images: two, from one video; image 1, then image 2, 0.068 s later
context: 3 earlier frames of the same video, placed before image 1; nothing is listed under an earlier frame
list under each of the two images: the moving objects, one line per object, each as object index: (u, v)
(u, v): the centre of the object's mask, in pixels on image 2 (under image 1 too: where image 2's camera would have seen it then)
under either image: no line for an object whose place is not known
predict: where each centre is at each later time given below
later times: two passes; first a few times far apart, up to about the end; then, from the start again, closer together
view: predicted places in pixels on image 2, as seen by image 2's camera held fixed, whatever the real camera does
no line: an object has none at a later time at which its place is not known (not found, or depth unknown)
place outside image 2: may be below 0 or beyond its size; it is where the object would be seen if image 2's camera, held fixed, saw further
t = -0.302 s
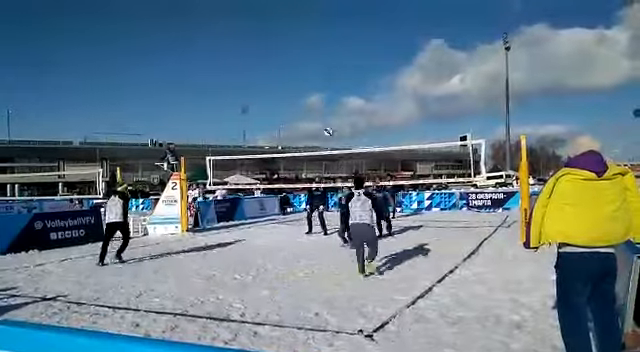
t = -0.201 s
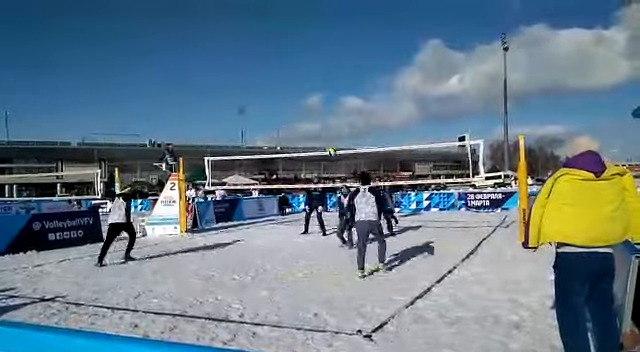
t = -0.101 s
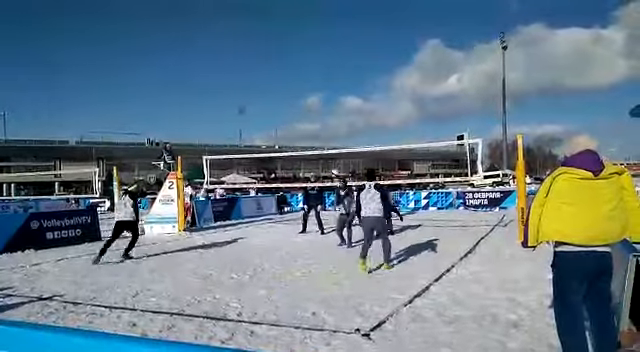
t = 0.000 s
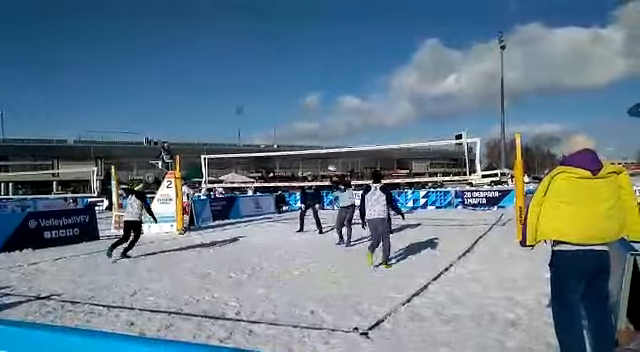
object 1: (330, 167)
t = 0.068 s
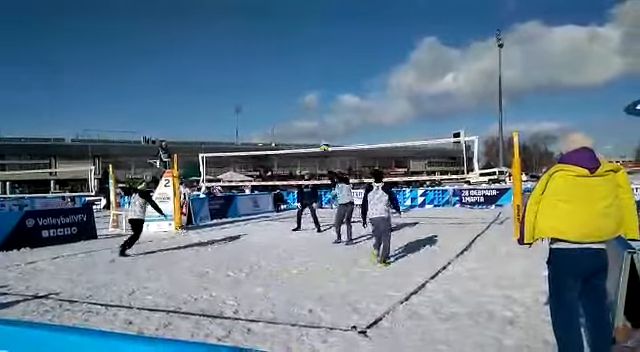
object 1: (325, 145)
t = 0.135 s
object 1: (318, 128)
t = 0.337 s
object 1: (303, 83)
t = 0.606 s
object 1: (288, 51)
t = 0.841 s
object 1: (277, 49)
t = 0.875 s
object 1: (276, 50)
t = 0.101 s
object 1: (322, 137)
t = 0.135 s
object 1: (318, 128)
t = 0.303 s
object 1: (306, 89)
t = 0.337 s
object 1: (303, 83)
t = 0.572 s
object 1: (290, 54)
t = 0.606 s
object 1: (288, 51)
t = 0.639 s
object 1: (286, 49)
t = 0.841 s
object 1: (277, 49)
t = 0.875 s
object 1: (276, 50)
